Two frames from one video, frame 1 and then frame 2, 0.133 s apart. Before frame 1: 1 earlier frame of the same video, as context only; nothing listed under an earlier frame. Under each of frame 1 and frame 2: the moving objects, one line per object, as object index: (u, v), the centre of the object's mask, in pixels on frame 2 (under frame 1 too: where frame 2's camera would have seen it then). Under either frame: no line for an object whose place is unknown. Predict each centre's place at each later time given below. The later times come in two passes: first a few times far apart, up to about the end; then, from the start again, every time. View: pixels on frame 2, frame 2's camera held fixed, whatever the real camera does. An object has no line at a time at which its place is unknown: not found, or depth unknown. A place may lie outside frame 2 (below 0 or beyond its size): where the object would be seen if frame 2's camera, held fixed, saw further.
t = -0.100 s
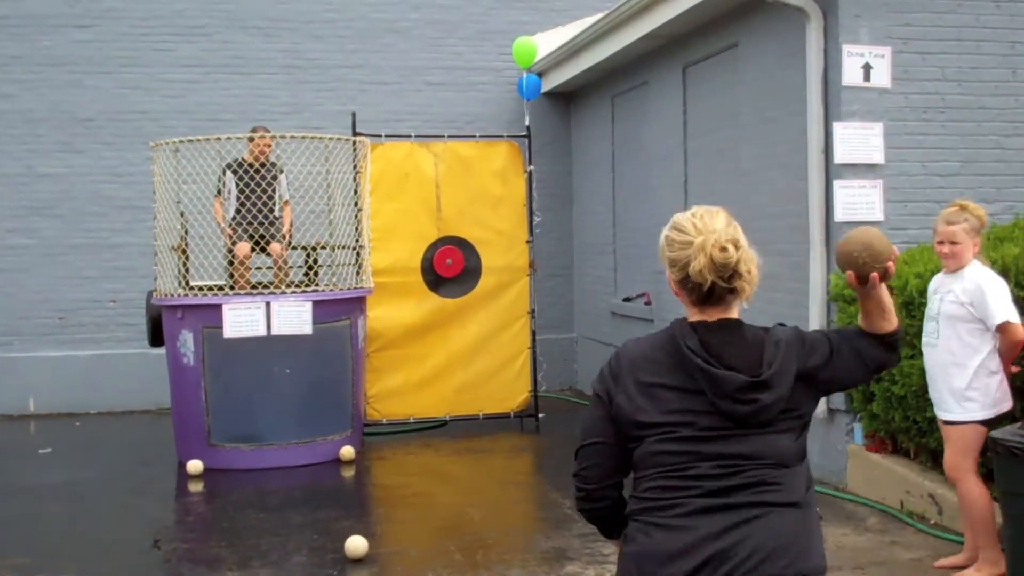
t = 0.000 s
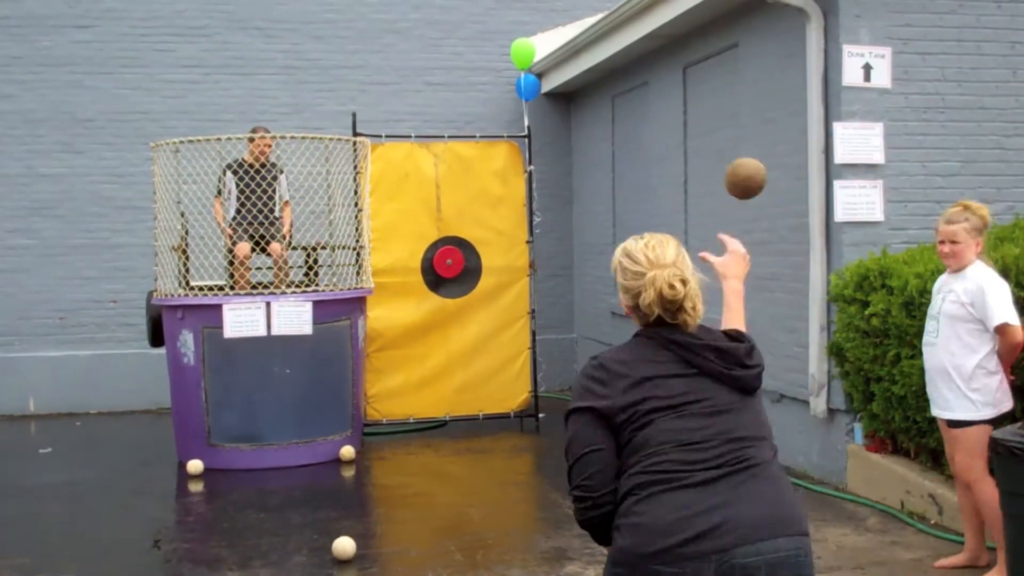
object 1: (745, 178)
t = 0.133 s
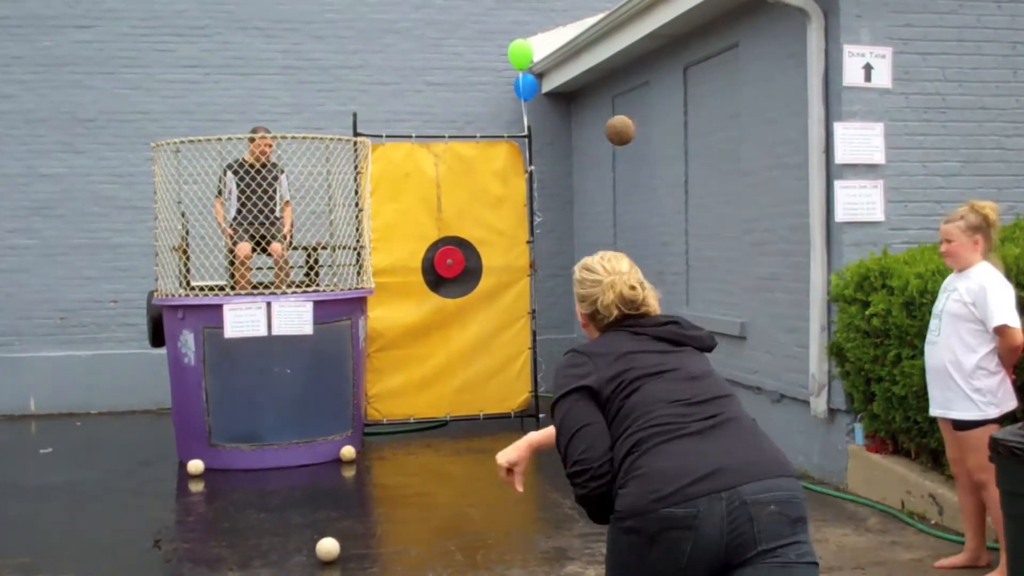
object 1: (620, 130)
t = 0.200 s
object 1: (581, 130)
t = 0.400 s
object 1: (508, 173)
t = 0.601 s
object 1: (466, 246)
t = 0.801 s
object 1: (521, 332)
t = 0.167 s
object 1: (599, 129)
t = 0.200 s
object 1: (581, 130)
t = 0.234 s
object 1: (565, 133)
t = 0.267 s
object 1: (551, 139)
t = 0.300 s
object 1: (538, 146)
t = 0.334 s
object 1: (527, 154)
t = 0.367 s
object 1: (517, 163)
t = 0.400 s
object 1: (508, 173)
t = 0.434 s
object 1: (500, 184)
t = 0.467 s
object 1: (492, 196)
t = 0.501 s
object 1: (485, 208)
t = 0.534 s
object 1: (478, 221)
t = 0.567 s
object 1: (472, 233)
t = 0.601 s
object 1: (466, 246)
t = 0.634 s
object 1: (461, 261)
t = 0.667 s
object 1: (471, 271)
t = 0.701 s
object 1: (484, 285)
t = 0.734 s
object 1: (496, 299)
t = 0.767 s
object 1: (509, 315)
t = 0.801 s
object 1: (521, 332)
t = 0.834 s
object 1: (532, 351)
